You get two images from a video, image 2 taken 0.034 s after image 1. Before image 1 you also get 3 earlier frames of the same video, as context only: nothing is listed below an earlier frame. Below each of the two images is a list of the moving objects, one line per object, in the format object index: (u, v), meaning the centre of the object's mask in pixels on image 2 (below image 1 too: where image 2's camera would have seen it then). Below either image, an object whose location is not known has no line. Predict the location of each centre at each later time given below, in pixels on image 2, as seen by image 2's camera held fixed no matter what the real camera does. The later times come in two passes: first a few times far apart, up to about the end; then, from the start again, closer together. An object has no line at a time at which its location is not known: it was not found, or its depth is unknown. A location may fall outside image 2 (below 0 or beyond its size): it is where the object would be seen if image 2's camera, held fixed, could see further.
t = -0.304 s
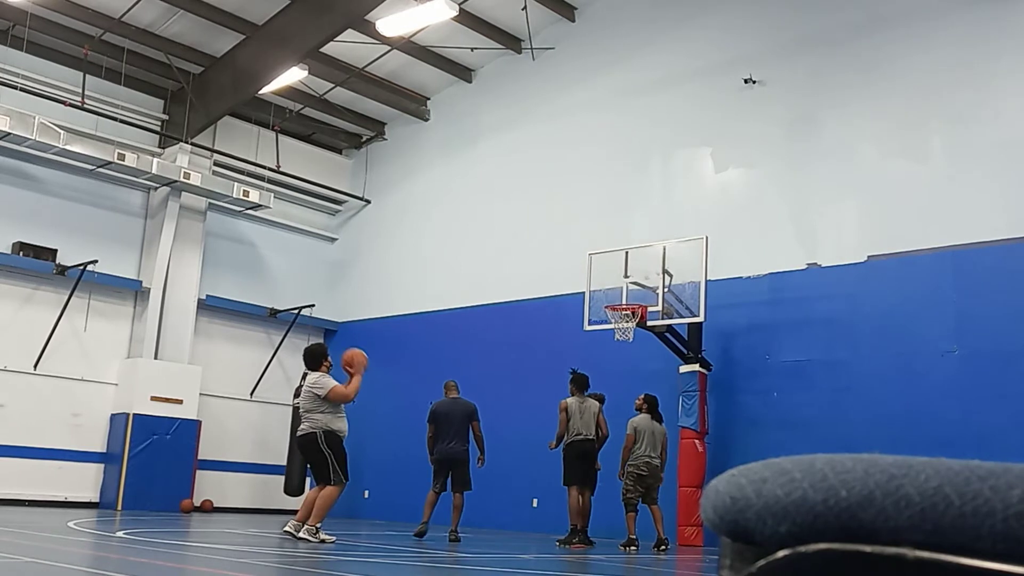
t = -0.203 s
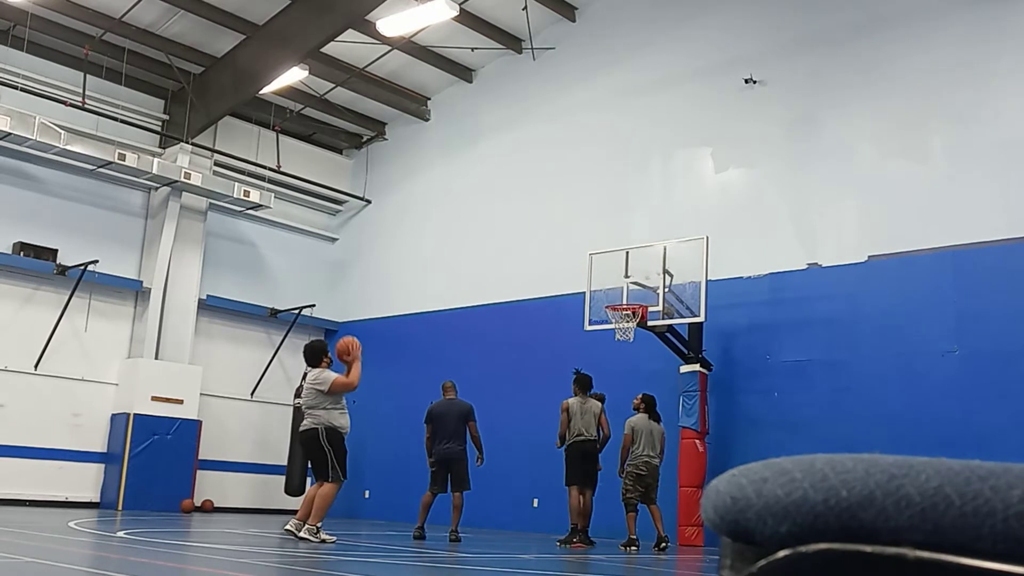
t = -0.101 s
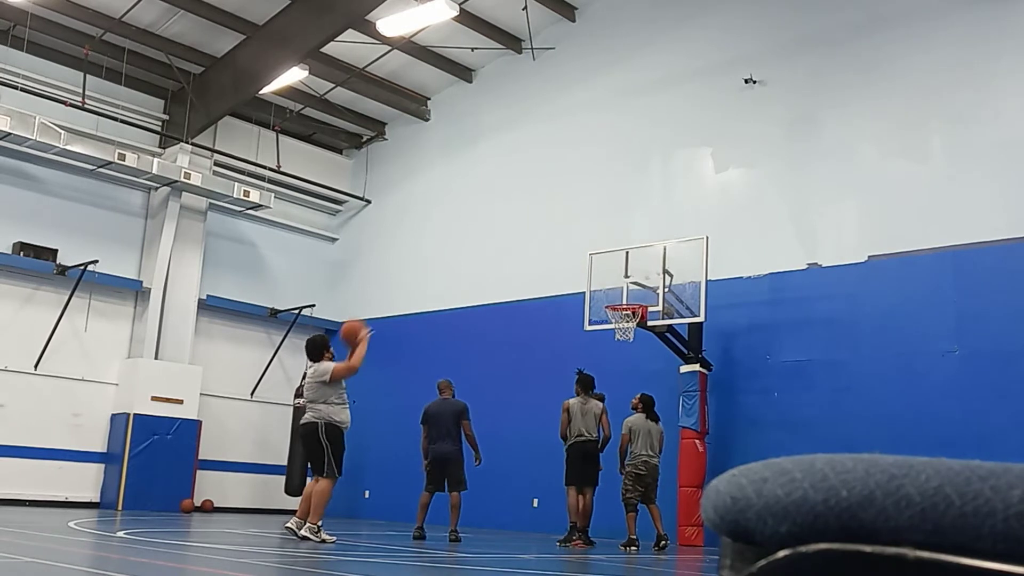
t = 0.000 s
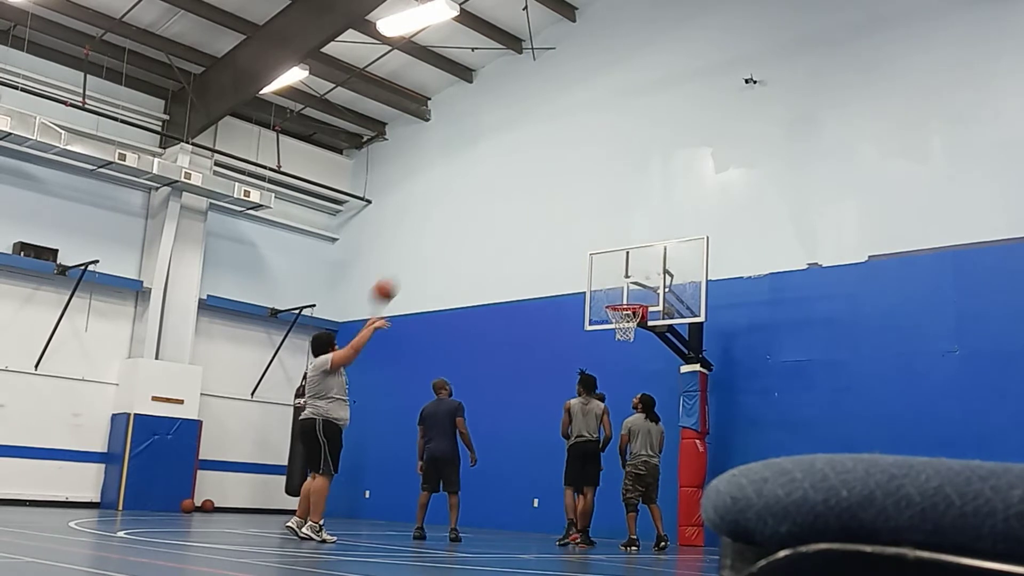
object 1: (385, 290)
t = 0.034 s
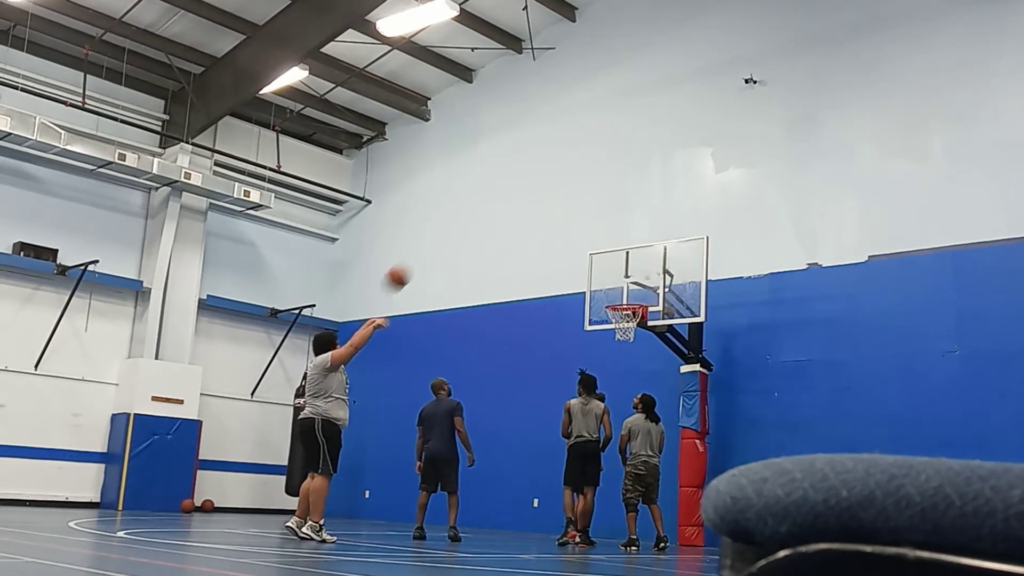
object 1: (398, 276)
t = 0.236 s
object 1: (468, 224)
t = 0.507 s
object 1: (543, 216)
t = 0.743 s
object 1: (596, 254)
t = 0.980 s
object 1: (630, 313)
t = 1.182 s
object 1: (609, 343)
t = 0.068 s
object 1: (411, 264)
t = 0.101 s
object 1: (423, 254)
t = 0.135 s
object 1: (435, 244)
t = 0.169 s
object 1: (446, 236)
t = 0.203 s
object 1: (458, 230)
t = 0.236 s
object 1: (468, 224)
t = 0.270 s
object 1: (478, 220)
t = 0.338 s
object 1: (498, 214)
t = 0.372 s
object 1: (508, 212)
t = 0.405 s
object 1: (517, 212)
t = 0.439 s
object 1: (526, 213)
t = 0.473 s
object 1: (534, 214)
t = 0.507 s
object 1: (543, 216)
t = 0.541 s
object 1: (551, 219)
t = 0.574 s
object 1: (559, 223)
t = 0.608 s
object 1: (567, 228)
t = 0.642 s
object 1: (575, 233)
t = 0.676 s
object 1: (582, 240)
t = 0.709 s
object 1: (590, 246)
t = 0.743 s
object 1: (596, 254)
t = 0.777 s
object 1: (604, 262)
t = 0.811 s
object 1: (611, 272)
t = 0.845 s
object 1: (617, 282)
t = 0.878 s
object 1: (624, 293)
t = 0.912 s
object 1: (631, 300)
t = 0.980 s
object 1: (630, 313)
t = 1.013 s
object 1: (625, 319)
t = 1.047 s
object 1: (622, 325)
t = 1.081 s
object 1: (620, 329)
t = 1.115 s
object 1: (617, 334)
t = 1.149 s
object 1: (613, 337)
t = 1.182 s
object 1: (609, 343)
